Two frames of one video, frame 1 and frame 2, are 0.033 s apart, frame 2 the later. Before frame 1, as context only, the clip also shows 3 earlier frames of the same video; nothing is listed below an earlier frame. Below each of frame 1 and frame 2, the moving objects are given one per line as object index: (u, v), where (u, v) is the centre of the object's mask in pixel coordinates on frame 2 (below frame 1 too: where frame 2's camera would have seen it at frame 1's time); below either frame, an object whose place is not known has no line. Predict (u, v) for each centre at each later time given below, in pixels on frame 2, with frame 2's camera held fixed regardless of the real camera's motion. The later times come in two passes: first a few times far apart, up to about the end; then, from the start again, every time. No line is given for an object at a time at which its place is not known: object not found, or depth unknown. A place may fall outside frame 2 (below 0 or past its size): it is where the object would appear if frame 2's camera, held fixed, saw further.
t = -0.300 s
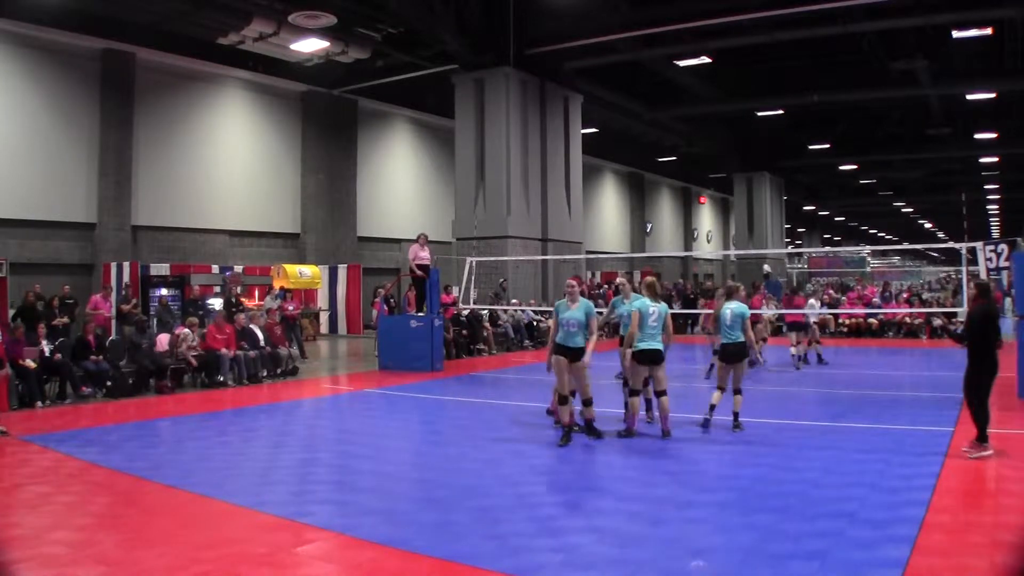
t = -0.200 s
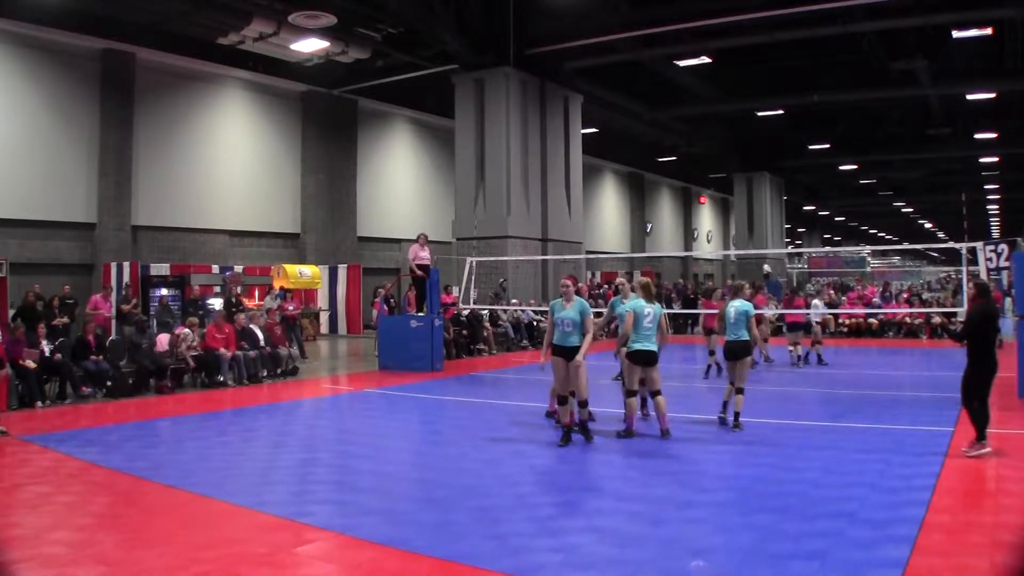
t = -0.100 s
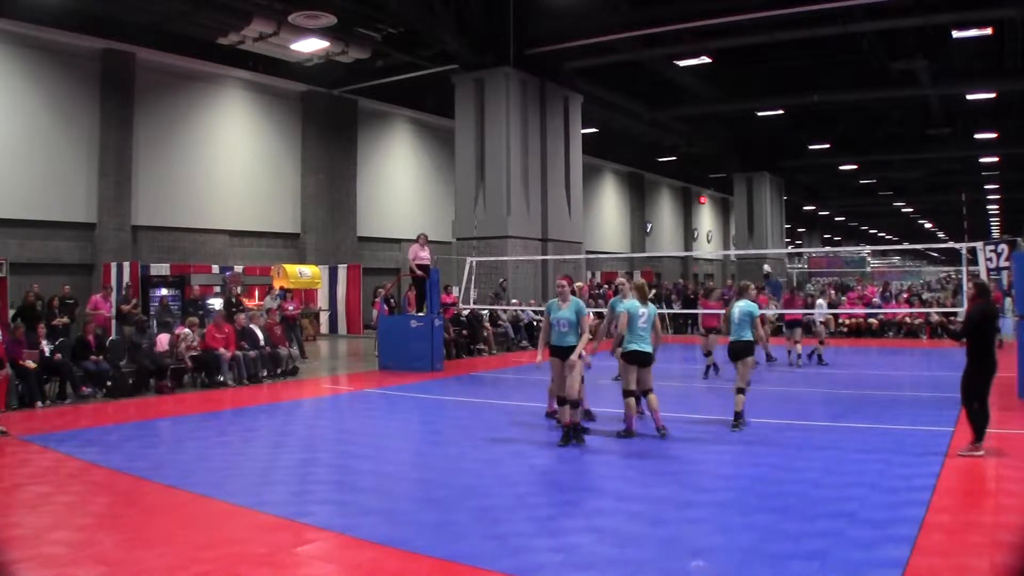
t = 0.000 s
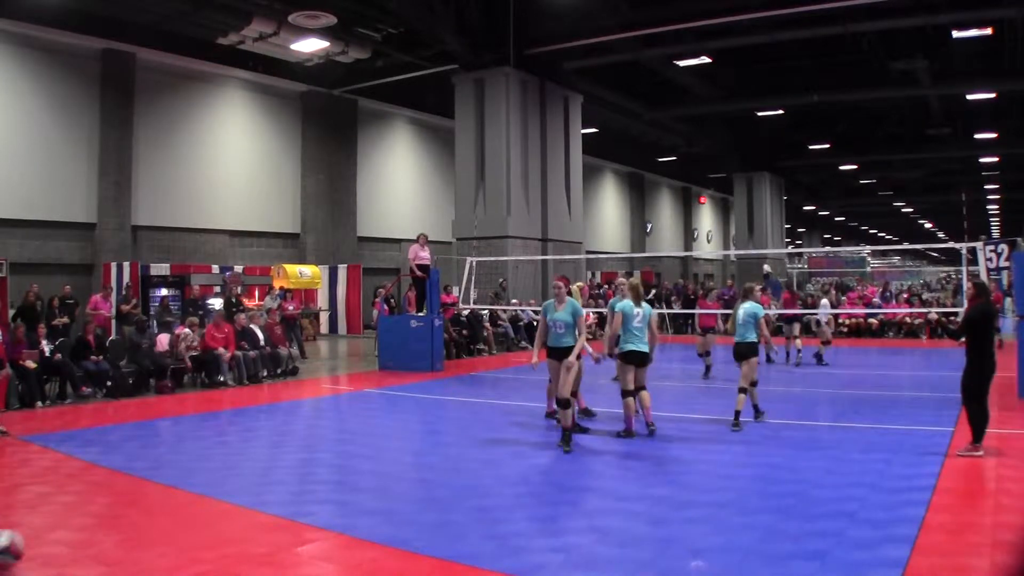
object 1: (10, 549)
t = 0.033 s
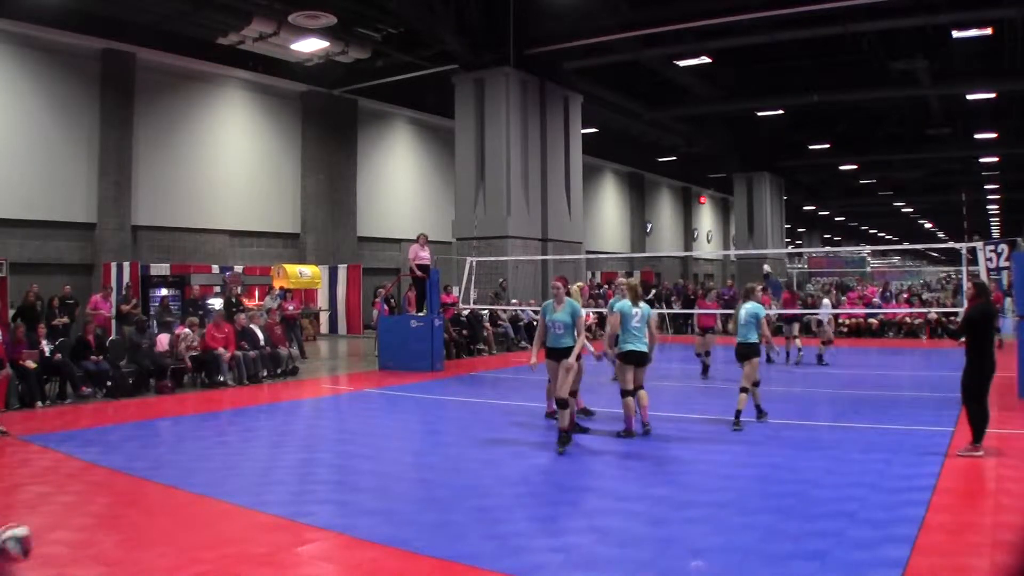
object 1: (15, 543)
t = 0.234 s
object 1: (76, 544)
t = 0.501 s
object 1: (149, 534)
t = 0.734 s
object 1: (207, 536)
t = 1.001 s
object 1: (264, 514)
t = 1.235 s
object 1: (310, 506)
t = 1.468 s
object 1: (351, 501)
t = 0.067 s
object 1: (25, 538)
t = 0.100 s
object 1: (34, 535)
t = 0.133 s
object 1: (45, 535)
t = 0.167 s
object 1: (55, 536)
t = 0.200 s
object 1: (65, 539)
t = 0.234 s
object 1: (76, 544)
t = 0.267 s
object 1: (85, 551)
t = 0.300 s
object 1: (96, 558)
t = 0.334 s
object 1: (107, 564)
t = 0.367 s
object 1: (116, 565)
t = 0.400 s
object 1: (124, 558)
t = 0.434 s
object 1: (133, 548)
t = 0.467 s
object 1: (141, 539)
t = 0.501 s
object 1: (149, 534)
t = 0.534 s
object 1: (157, 529)
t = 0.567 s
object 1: (166, 525)
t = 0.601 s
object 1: (174, 524)
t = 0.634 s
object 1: (182, 524)
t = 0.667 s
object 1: (191, 527)
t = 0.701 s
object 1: (199, 530)
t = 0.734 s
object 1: (207, 536)
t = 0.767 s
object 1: (215, 542)
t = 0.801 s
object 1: (222, 537)
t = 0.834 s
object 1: (230, 530)
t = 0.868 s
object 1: (236, 523)
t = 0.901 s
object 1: (243, 518)
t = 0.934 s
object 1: (250, 516)
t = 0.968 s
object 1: (258, 514)
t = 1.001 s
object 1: (264, 514)
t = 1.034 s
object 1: (271, 515)
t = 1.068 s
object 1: (278, 518)
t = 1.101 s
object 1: (284, 524)
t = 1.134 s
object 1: (292, 518)
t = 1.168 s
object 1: (298, 512)
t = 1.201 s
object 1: (304, 509)
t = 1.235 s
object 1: (310, 506)
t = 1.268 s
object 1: (315, 504)
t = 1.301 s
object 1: (321, 504)
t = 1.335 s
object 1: (328, 506)
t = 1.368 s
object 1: (334, 508)
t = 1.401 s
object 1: (340, 507)
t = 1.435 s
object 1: (345, 504)
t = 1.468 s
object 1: (351, 501)
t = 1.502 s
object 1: (357, 498)
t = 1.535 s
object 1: (362, 499)
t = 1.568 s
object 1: (368, 502)
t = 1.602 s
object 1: (373, 499)
